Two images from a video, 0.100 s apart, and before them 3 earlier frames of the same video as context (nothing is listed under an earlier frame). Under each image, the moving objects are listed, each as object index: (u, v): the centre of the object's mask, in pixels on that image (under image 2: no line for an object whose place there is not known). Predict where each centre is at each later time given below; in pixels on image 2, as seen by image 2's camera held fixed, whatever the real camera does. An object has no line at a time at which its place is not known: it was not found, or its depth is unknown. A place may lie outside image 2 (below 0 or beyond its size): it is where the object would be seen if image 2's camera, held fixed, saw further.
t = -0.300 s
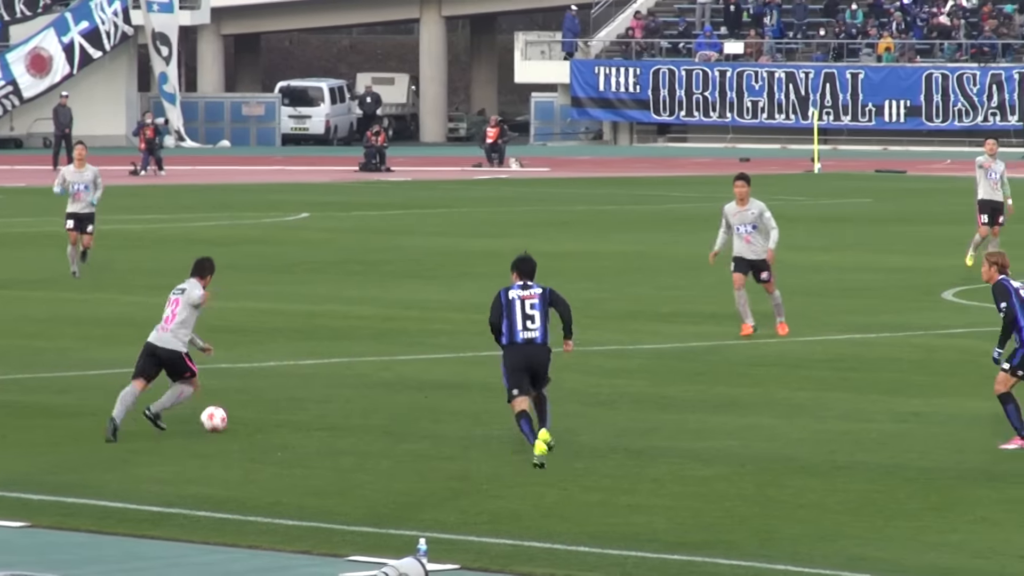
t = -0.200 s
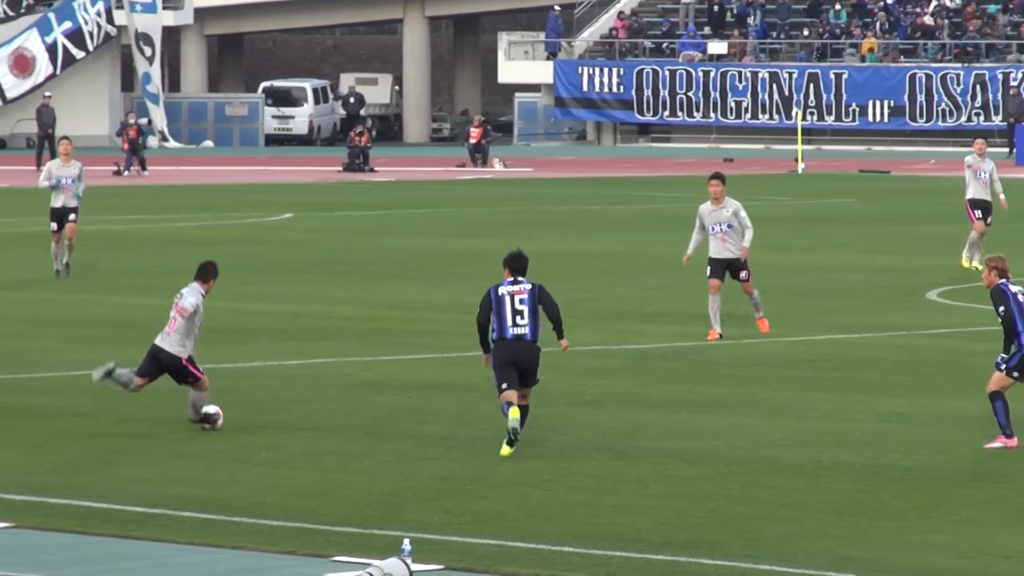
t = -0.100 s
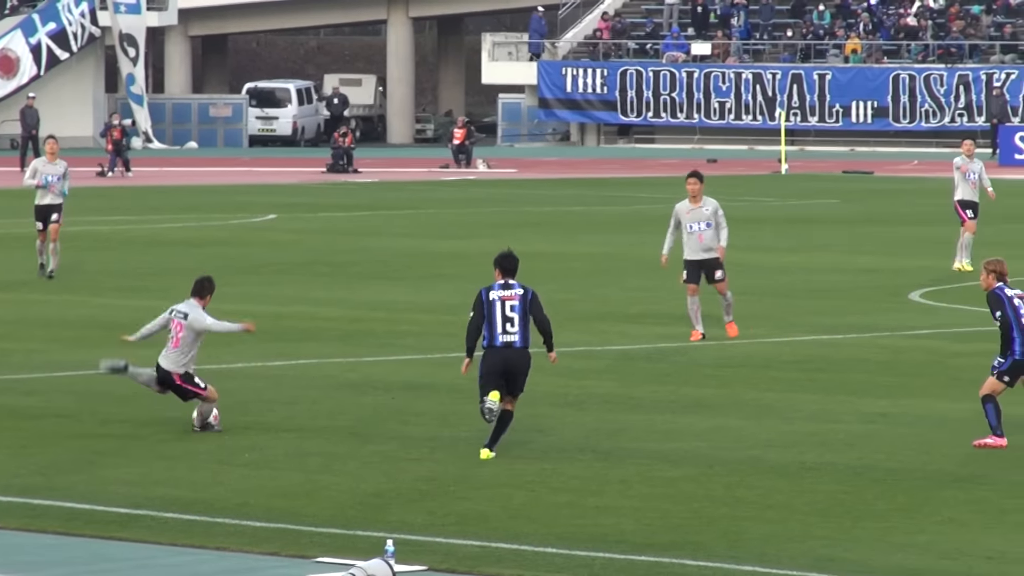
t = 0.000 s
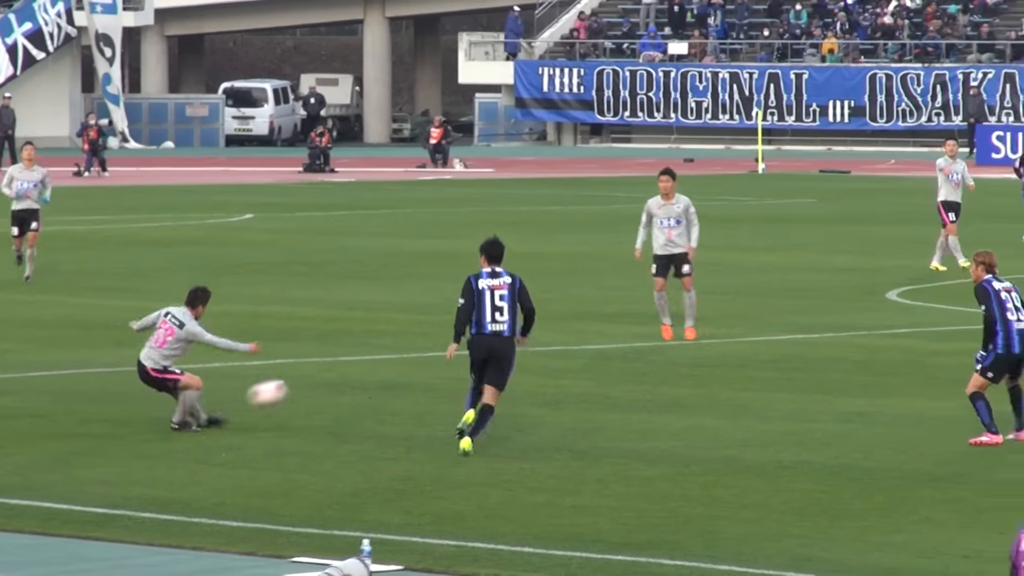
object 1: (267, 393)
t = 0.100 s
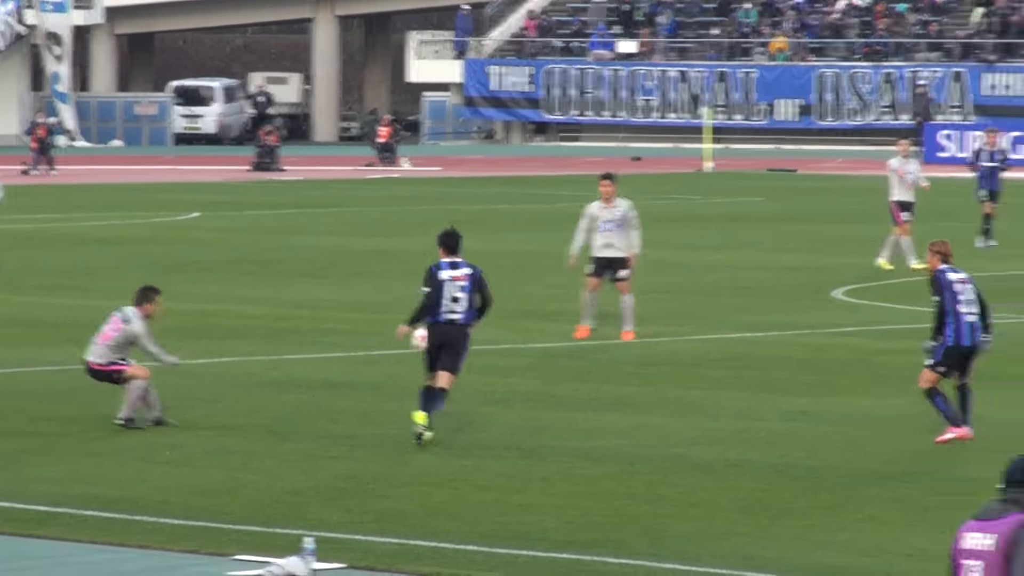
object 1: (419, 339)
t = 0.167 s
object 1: (567, 305)
